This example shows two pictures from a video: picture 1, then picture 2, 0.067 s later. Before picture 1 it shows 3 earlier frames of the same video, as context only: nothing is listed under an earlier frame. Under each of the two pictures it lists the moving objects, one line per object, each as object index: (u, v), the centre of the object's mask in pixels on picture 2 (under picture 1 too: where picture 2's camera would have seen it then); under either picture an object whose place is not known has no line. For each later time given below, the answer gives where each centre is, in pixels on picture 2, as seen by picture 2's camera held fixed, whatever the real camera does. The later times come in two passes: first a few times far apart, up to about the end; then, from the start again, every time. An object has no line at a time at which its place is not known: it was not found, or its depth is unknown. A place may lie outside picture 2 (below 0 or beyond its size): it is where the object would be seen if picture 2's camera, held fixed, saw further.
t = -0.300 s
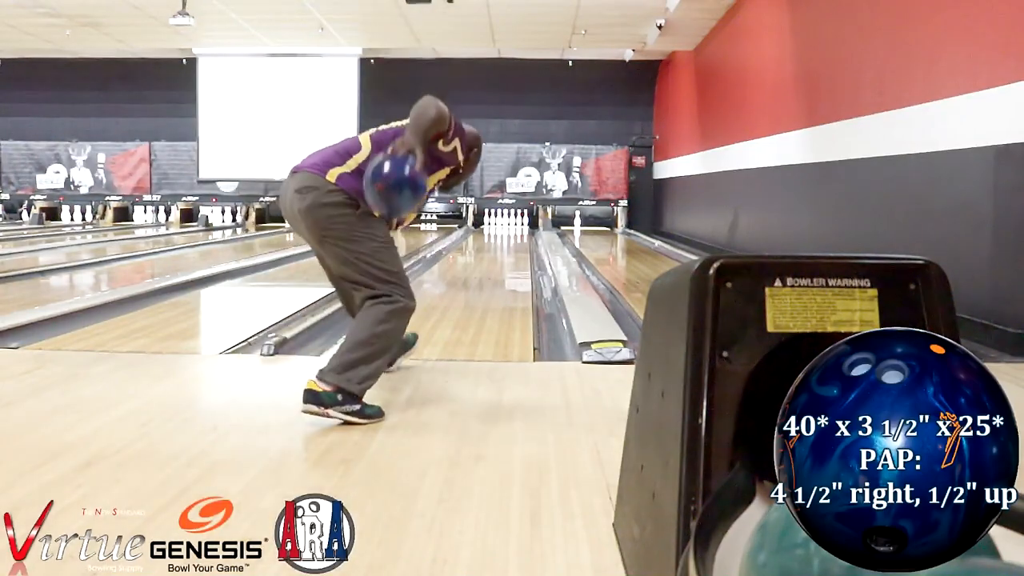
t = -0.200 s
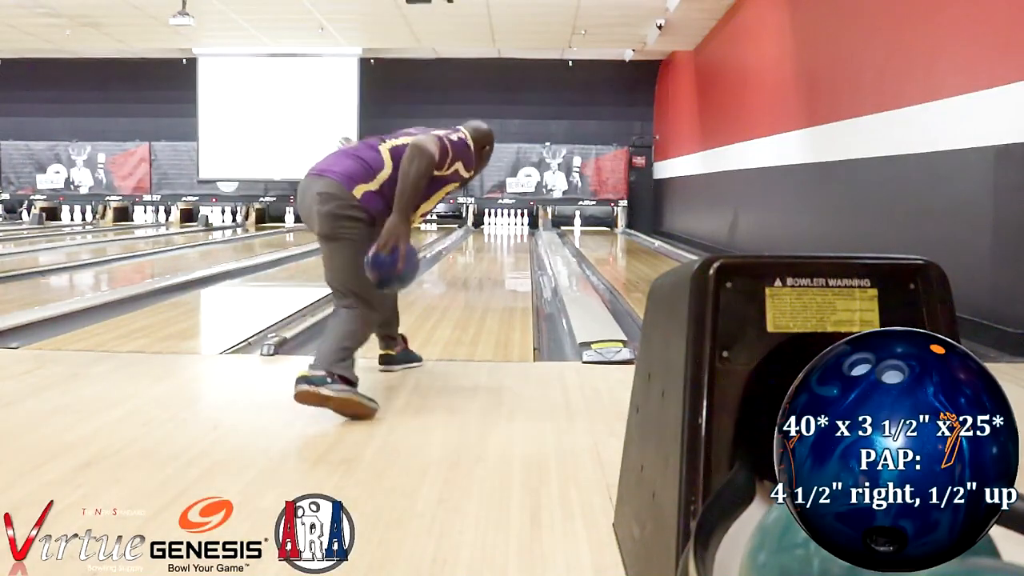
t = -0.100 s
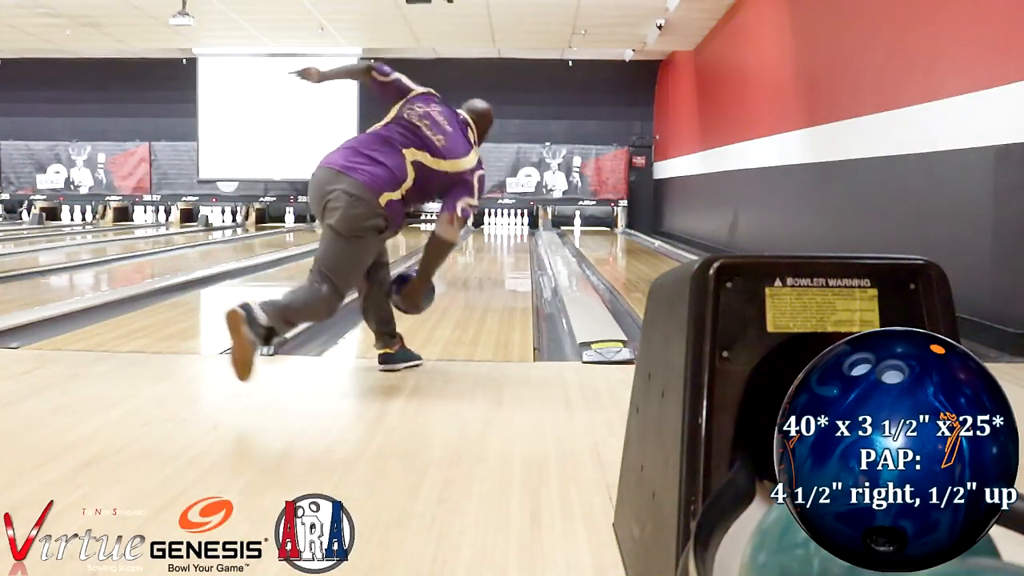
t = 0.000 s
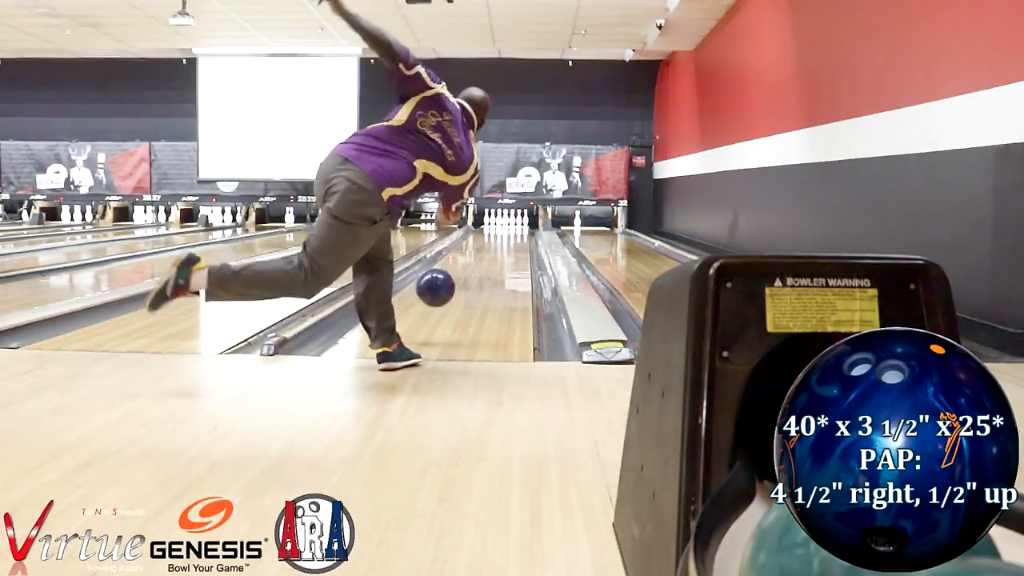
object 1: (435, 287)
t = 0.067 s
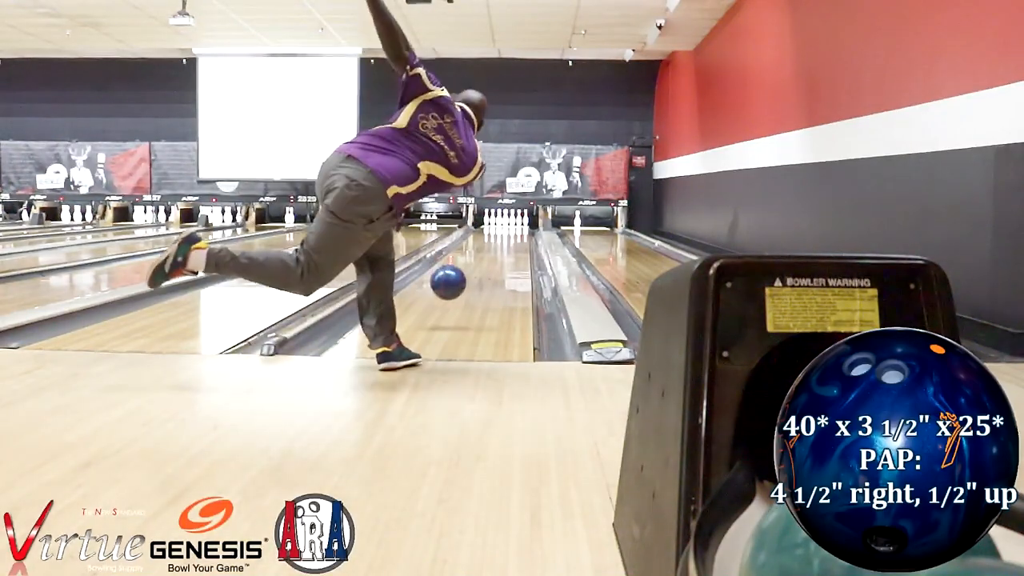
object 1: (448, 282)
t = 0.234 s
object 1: (471, 288)
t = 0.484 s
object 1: (491, 268)
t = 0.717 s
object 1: (503, 256)
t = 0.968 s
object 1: (511, 247)
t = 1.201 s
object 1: (515, 240)
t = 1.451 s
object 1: (518, 234)
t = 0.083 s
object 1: (451, 282)
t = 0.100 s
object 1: (453, 282)
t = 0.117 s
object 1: (456, 283)
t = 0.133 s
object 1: (458, 284)
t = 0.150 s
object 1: (460, 285)
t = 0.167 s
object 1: (463, 287)
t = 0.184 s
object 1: (465, 290)
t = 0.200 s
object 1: (467, 292)
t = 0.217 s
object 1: (469, 290)
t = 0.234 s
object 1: (471, 288)
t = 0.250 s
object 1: (472, 286)
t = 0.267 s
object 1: (474, 284)
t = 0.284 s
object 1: (476, 282)
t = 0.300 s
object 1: (477, 282)
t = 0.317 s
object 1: (479, 280)
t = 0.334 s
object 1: (480, 279)
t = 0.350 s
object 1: (482, 277)
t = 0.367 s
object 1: (483, 276)
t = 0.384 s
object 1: (484, 275)
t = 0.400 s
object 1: (485, 273)
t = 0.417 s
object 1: (487, 273)
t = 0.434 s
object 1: (488, 272)
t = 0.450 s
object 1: (489, 270)
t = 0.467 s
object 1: (490, 269)
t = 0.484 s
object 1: (491, 268)
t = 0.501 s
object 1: (492, 267)
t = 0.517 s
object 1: (493, 267)
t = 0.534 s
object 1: (494, 265)
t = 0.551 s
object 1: (495, 265)
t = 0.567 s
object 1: (496, 264)
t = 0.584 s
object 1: (497, 263)
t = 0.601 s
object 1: (498, 262)
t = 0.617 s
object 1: (499, 261)
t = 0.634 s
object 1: (499, 260)
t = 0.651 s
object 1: (500, 259)
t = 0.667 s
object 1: (501, 259)
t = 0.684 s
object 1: (502, 258)
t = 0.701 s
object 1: (502, 257)
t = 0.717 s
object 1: (503, 256)
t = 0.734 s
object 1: (504, 255)
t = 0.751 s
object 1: (504, 255)
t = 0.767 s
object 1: (505, 254)
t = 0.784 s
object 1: (506, 253)
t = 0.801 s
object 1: (506, 253)
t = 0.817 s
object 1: (507, 252)
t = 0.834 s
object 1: (507, 251)
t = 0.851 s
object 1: (508, 251)
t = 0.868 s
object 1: (508, 250)
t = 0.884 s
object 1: (509, 249)
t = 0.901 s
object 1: (509, 249)
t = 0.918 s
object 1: (510, 248)
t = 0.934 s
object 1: (510, 248)
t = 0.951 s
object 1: (511, 247)
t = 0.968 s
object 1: (511, 247)
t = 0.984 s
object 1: (512, 246)
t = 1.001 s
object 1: (512, 246)
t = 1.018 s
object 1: (512, 245)
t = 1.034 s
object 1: (513, 245)
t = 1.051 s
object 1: (513, 244)
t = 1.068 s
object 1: (513, 244)
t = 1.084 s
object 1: (514, 243)
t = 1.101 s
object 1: (514, 243)
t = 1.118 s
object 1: (514, 242)
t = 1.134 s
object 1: (515, 242)
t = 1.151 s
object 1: (515, 241)
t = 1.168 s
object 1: (515, 241)
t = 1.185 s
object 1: (515, 241)
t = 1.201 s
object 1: (515, 240)
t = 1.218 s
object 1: (516, 240)
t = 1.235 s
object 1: (516, 239)
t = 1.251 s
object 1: (516, 239)
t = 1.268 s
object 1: (517, 238)
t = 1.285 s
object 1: (516, 238)
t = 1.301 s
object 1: (517, 238)
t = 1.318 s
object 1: (517, 237)
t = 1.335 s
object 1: (521, 235)
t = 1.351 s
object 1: (518, 236)
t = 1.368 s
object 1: (517, 236)
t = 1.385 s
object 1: (518, 236)
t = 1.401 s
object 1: (518, 235)
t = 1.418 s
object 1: (518, 235)
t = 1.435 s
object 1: (518, 234)
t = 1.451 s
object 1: (518, 234)
